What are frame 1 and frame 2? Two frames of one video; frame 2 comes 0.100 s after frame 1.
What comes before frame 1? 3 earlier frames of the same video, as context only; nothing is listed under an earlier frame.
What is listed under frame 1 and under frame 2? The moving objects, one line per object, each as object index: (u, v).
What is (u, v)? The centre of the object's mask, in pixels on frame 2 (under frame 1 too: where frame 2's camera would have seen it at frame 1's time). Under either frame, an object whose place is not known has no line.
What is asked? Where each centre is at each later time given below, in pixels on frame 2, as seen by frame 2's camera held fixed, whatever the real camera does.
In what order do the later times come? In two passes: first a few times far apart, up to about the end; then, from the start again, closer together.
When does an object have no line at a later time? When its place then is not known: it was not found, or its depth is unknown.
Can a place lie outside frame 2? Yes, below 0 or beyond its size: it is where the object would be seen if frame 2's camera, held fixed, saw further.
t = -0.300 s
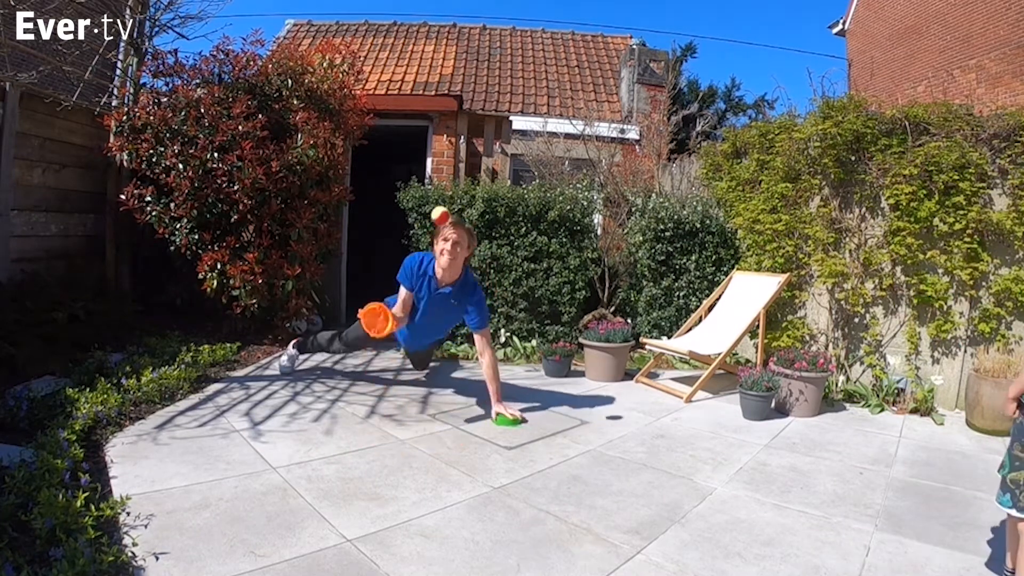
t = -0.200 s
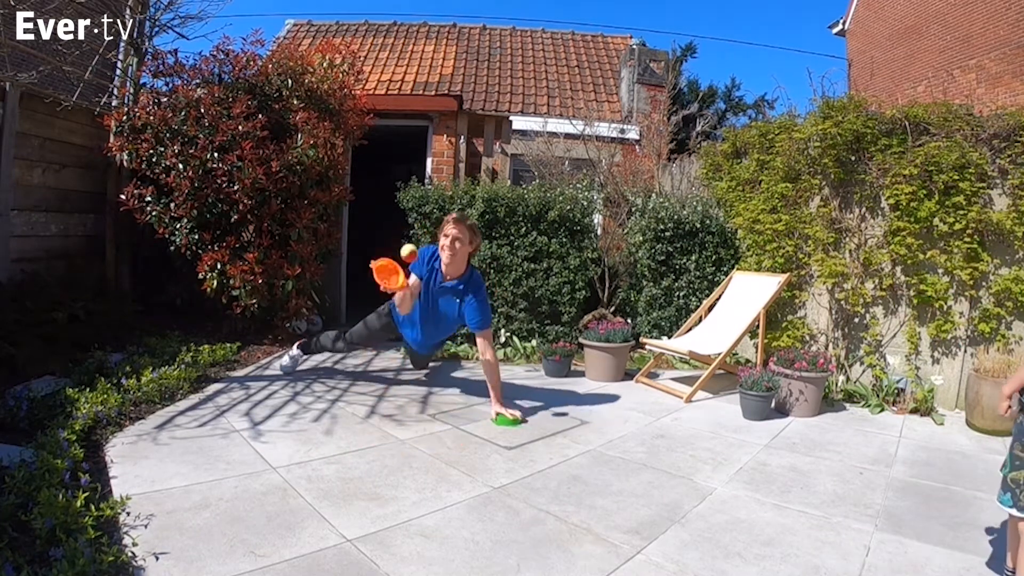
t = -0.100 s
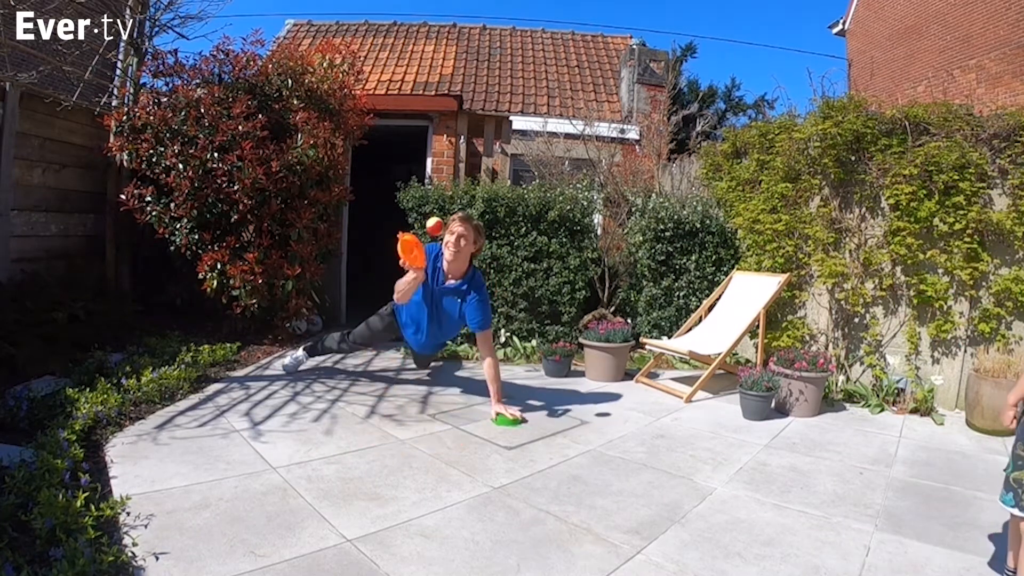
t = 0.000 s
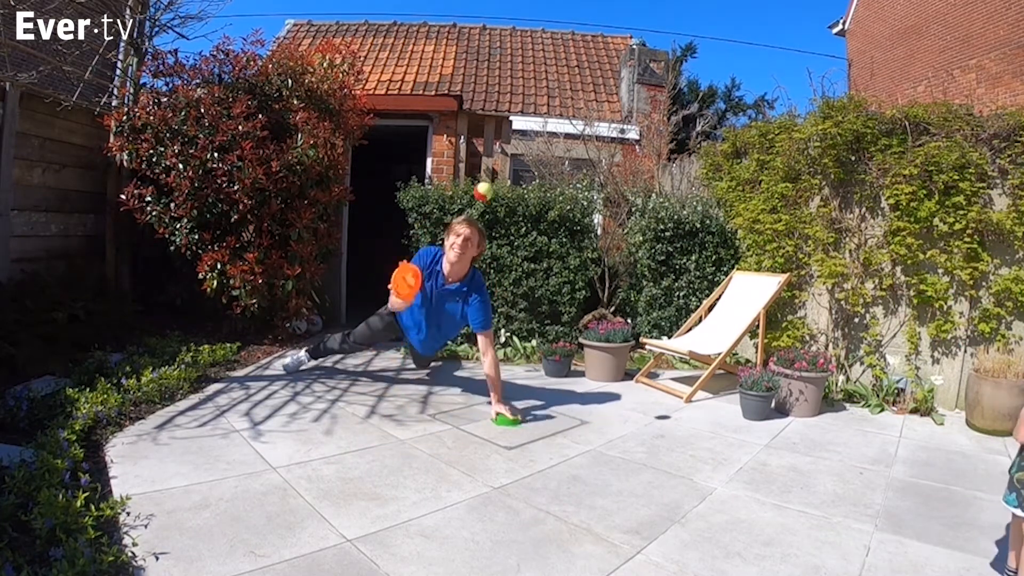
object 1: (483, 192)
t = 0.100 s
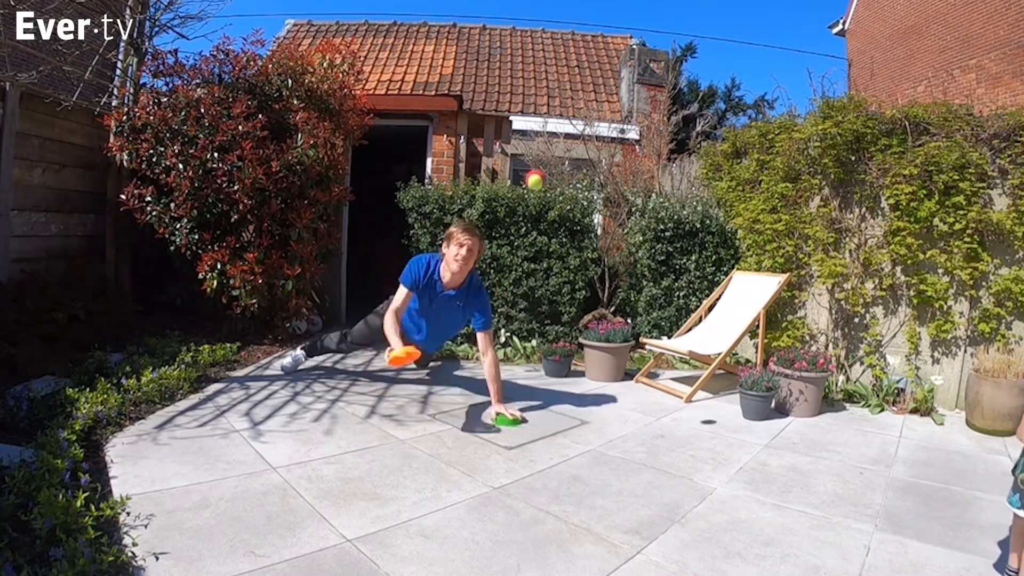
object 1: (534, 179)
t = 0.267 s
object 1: (630, 222)
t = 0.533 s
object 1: (772, 475)
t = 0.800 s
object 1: (894, 375)
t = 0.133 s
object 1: (553, 181)
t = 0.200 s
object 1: (591, 195)
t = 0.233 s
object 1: (610, 207)
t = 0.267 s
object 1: (630, 222)
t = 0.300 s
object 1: (650, 241)
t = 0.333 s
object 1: (669, 265)
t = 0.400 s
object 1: (707, 322)
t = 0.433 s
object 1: (726, 357)
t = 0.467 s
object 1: (742, 394)
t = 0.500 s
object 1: (758, 434)
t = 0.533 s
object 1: (772, 475)
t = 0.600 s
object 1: (802, 484)
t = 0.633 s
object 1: (819, 459)
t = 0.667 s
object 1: (835, 436)
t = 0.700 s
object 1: (851, 417)
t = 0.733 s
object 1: (867, 400)
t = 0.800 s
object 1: (894, 375)
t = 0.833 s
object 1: (908, 367)
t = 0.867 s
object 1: (920, 362)
